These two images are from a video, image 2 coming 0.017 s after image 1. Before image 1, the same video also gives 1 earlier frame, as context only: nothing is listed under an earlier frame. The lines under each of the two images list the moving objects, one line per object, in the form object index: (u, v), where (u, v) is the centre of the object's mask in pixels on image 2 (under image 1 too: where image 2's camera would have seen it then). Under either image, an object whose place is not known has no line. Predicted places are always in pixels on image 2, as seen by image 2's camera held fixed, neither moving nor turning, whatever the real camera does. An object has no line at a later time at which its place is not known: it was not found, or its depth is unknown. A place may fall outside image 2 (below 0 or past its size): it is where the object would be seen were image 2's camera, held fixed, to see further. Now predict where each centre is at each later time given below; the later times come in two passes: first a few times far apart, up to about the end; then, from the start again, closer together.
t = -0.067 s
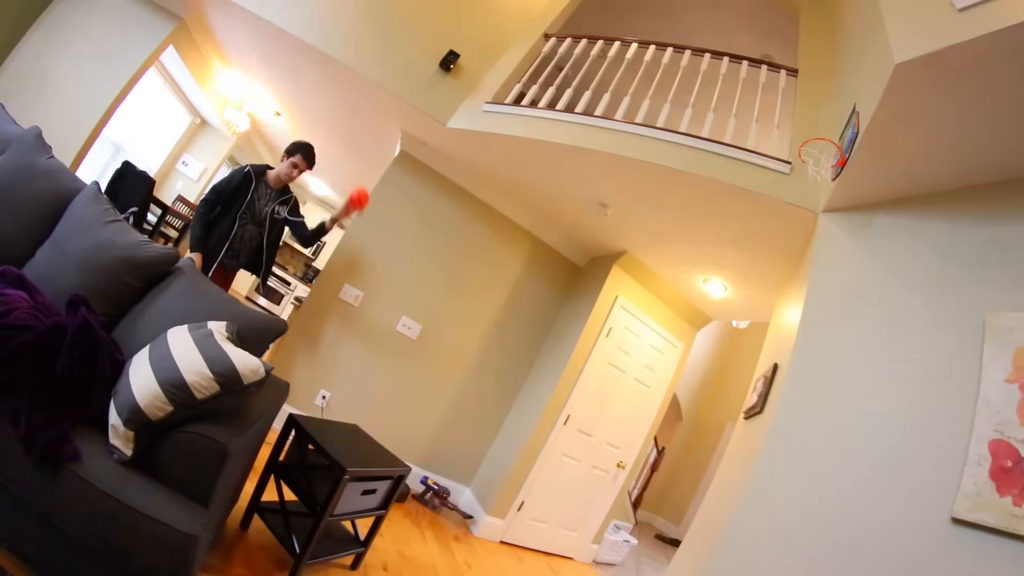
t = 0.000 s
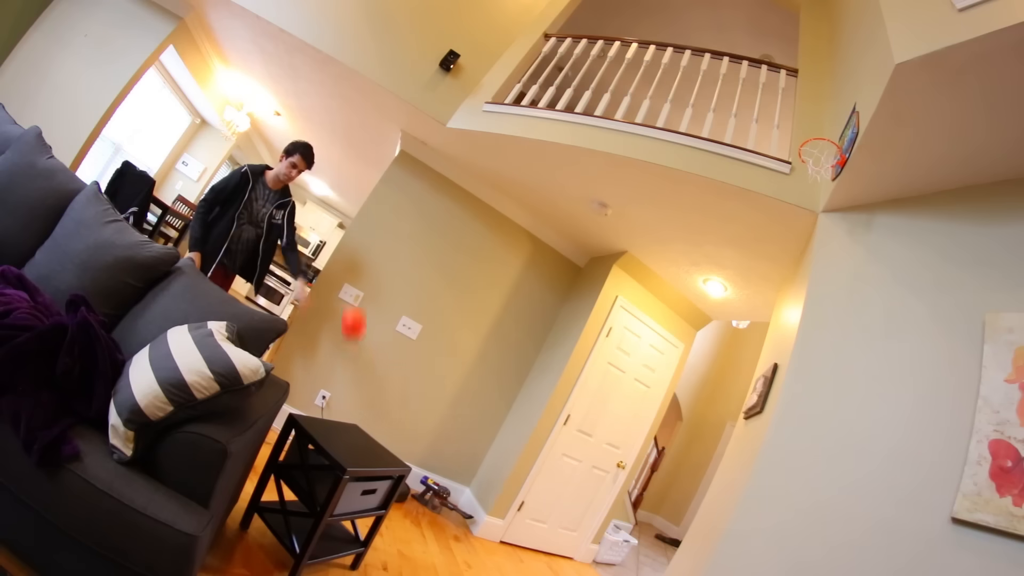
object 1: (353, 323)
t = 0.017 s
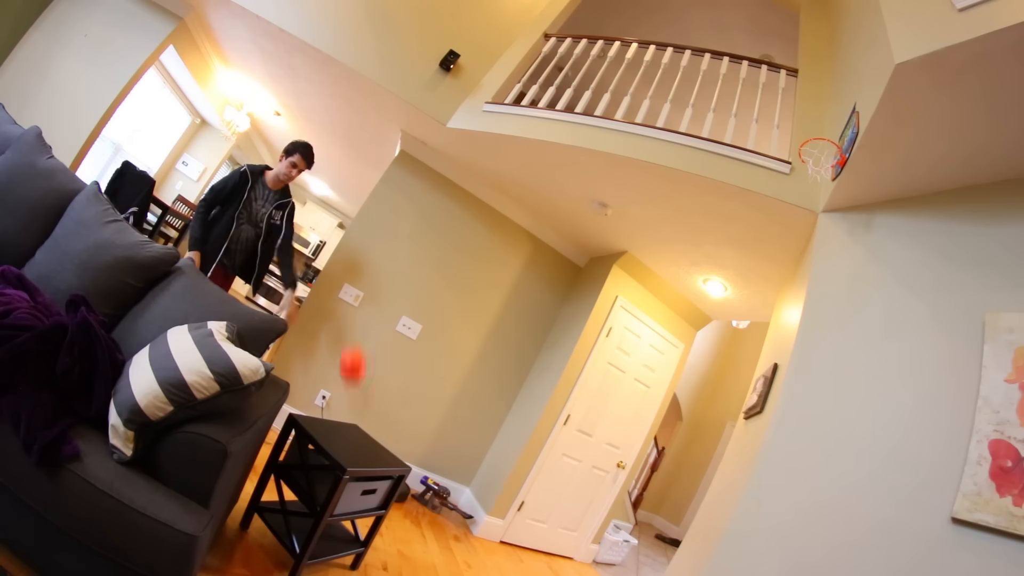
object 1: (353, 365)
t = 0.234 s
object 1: (598, 259)
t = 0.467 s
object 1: (841, 138)
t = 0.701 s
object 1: (691, 182)
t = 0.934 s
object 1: (349, 425)
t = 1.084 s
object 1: (256, 564)
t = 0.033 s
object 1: (352, 409)
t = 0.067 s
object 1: (377, 419)
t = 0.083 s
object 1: (397, 403)
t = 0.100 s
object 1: (418, 387)
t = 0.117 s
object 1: (440, 370)
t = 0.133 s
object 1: (462, 354)
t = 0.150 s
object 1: (485, 337)
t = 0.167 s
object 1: (508, 321)
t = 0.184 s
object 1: (531, 304)
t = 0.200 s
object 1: (554, 288)
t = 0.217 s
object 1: (576, 274)
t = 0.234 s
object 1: (598, 259)
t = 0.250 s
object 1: (620, 245)
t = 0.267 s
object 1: (641, 231)
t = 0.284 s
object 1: (661, 219)
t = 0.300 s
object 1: (681, 207)
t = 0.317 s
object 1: (700, 197)
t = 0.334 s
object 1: (718, 187)
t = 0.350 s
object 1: (735, 178)
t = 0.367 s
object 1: (752, 170)
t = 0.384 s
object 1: (768, 163)
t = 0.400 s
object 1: (785, 157)
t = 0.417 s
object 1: (799, 151)
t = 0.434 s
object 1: (813, 146)
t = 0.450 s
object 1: (827, 142)
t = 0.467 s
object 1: (841, 138)
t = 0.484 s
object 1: (854, 135)
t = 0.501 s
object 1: (854, 133)
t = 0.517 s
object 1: (843, 133)
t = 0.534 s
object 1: (832, 134)
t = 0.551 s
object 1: (821, 136)
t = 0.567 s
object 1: (810, 137)
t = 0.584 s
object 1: (797, 140)
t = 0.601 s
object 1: (785, 143)
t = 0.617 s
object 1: (771, 147)
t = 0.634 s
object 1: (756, 152)
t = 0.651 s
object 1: (742, 159)
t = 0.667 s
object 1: (726, 165)
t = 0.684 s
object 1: (709, 173)
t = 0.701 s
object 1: (691, 182)
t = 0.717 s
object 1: (673, 192)
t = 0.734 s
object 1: (653, 203)
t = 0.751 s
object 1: (631, 216)
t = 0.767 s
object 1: (609, 230)
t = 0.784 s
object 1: (585, 246)
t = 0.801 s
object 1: (560, 262)
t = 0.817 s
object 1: (534, 280)
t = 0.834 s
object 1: (508, 299)
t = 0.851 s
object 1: (480, 319)
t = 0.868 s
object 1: (452, 340)
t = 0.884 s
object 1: (426, 361)
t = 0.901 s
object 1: (399, 382)
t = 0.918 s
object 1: (374, 403)
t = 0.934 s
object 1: (349, 425)
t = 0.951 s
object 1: (326, 445)
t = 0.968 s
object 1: (305, 463)
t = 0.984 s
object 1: (287, 480)
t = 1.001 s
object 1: (267, 499)
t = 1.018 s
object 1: (251, 515)
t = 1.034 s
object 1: (236, 531)
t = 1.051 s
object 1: (228, 544)
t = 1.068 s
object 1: (241, 556)
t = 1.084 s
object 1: (256, 564)
